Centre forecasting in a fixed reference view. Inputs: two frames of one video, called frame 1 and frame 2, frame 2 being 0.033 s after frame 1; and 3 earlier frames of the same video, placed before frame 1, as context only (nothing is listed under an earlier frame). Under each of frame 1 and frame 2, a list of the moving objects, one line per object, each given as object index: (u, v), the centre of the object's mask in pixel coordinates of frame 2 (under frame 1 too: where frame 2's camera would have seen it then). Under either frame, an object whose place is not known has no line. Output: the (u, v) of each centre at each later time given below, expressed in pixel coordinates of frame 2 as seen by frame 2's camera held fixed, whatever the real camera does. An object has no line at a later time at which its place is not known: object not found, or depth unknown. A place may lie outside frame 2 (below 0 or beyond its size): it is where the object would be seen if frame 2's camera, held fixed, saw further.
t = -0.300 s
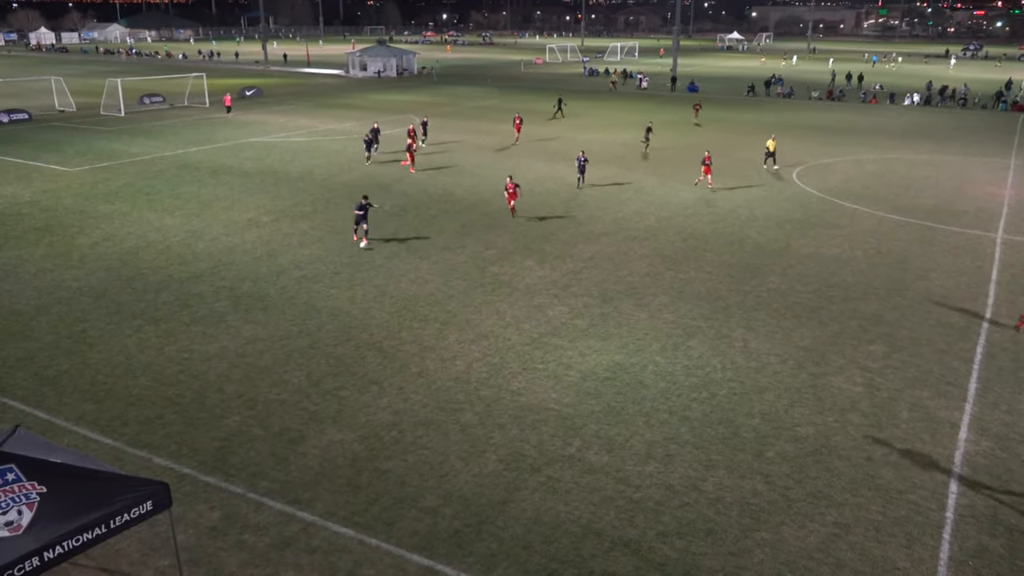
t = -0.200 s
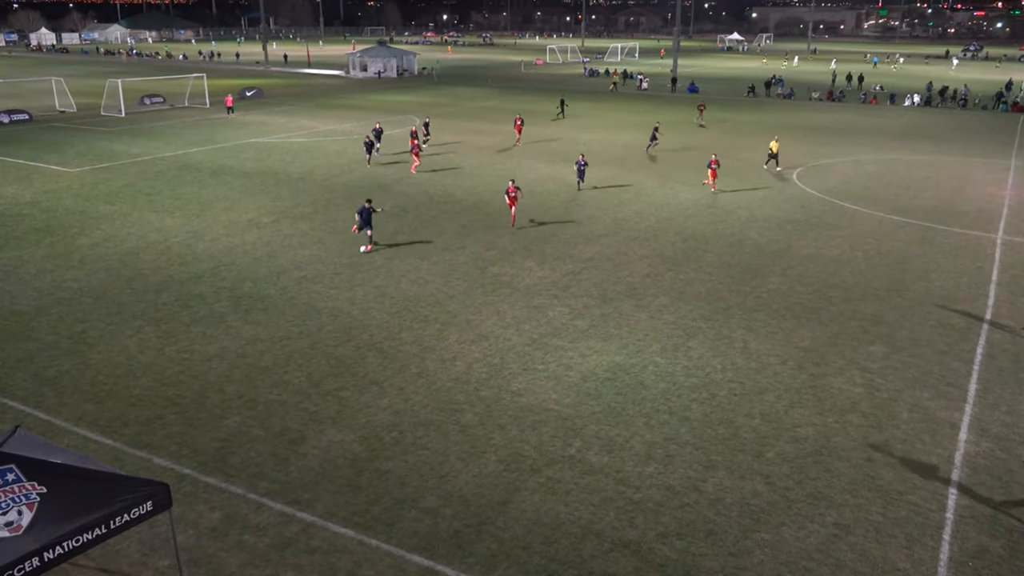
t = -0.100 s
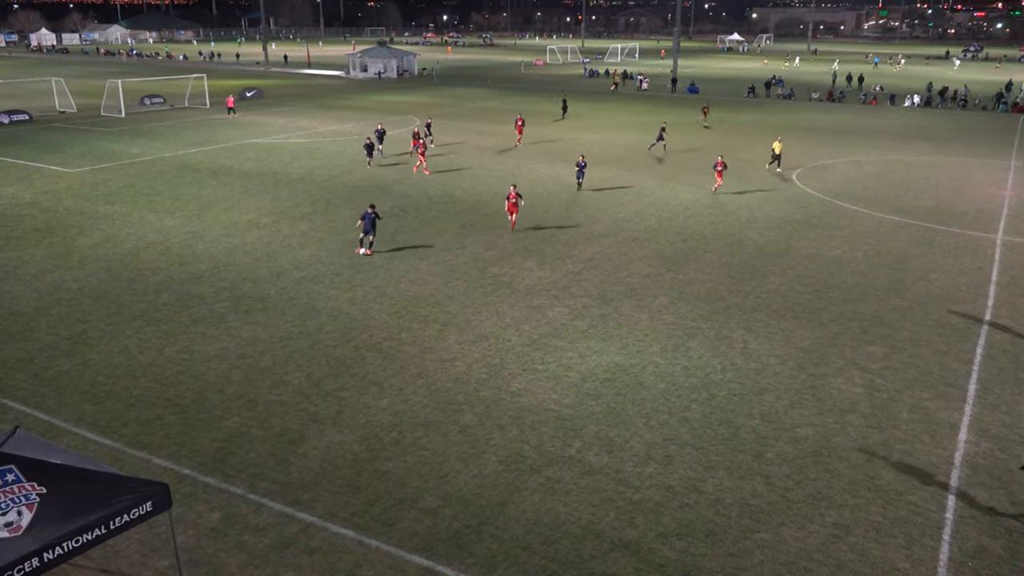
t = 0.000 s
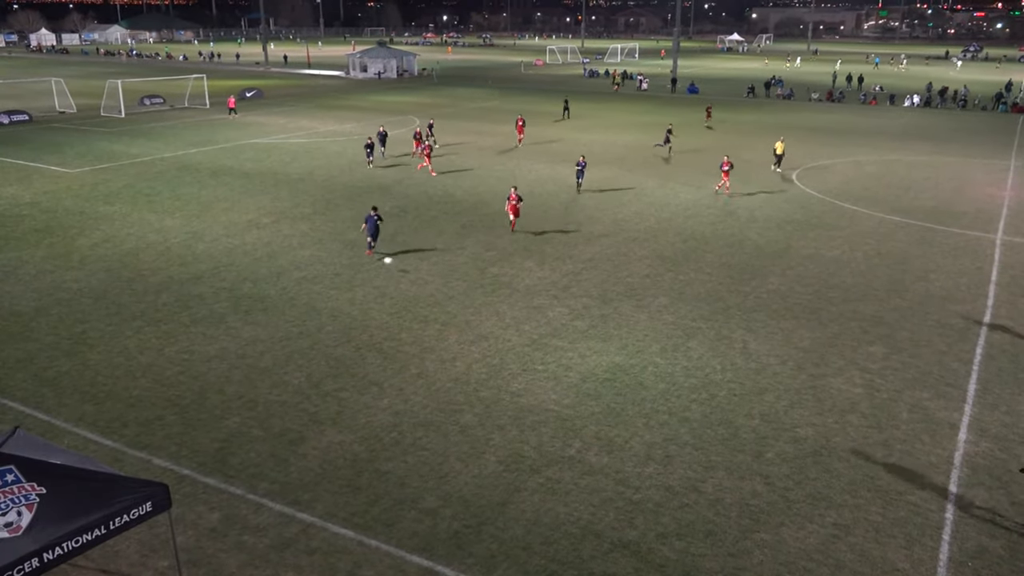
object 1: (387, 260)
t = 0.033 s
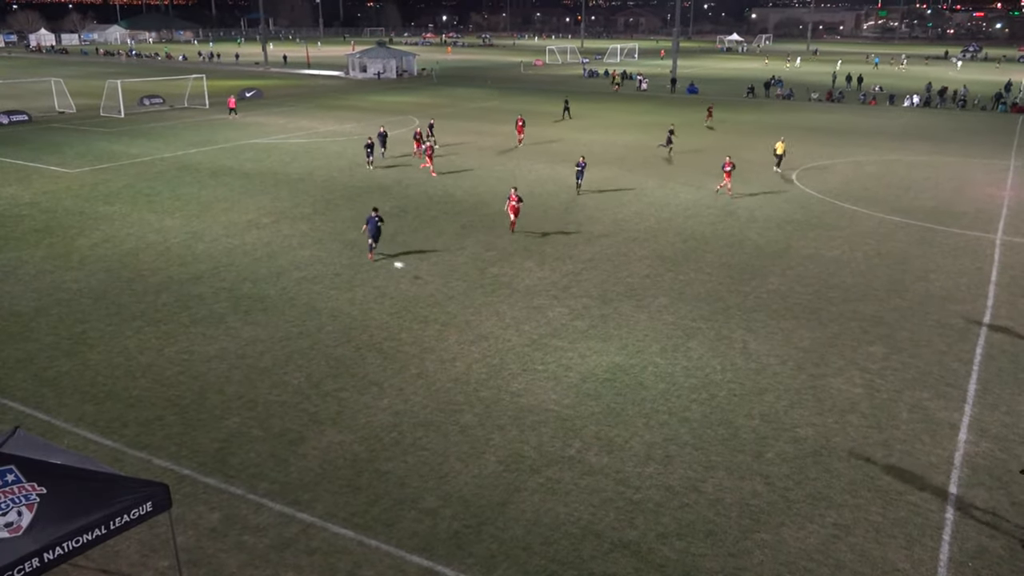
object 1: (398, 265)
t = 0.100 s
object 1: (423, 275)
